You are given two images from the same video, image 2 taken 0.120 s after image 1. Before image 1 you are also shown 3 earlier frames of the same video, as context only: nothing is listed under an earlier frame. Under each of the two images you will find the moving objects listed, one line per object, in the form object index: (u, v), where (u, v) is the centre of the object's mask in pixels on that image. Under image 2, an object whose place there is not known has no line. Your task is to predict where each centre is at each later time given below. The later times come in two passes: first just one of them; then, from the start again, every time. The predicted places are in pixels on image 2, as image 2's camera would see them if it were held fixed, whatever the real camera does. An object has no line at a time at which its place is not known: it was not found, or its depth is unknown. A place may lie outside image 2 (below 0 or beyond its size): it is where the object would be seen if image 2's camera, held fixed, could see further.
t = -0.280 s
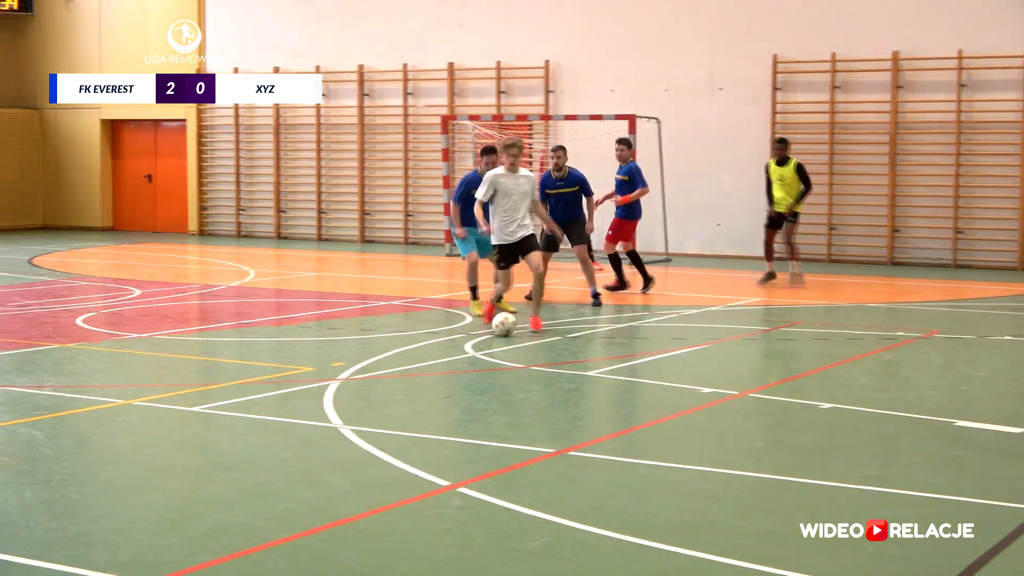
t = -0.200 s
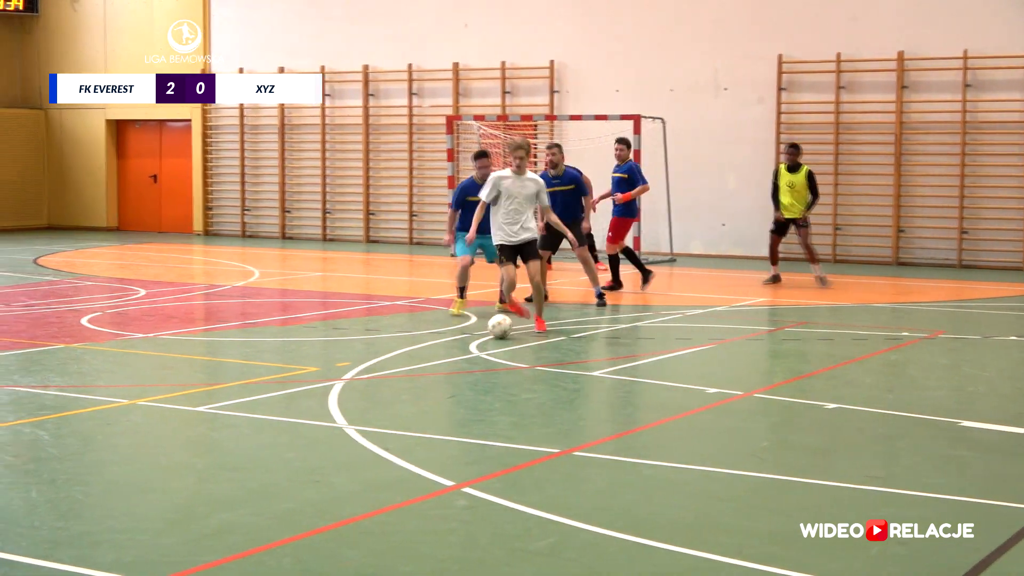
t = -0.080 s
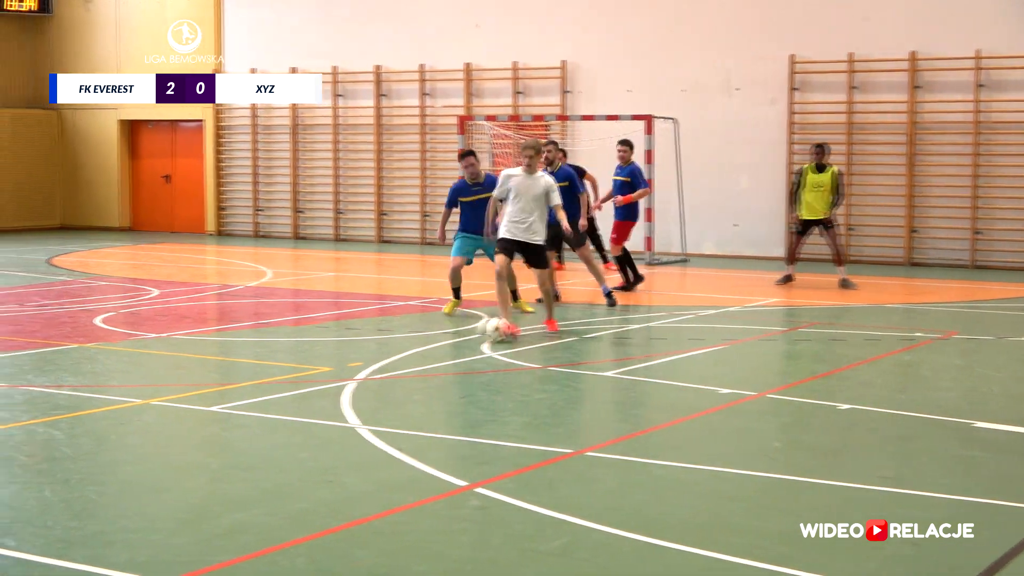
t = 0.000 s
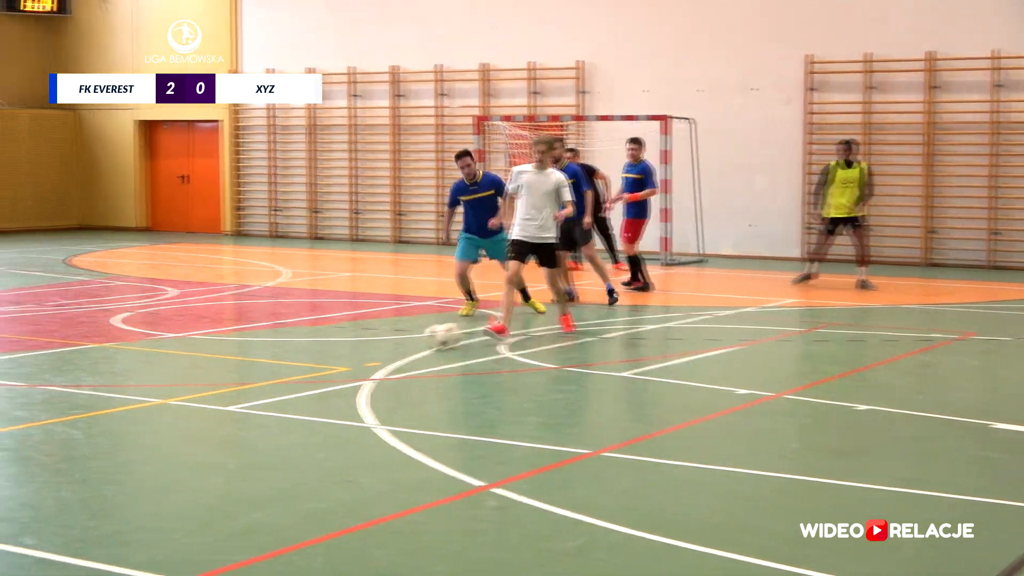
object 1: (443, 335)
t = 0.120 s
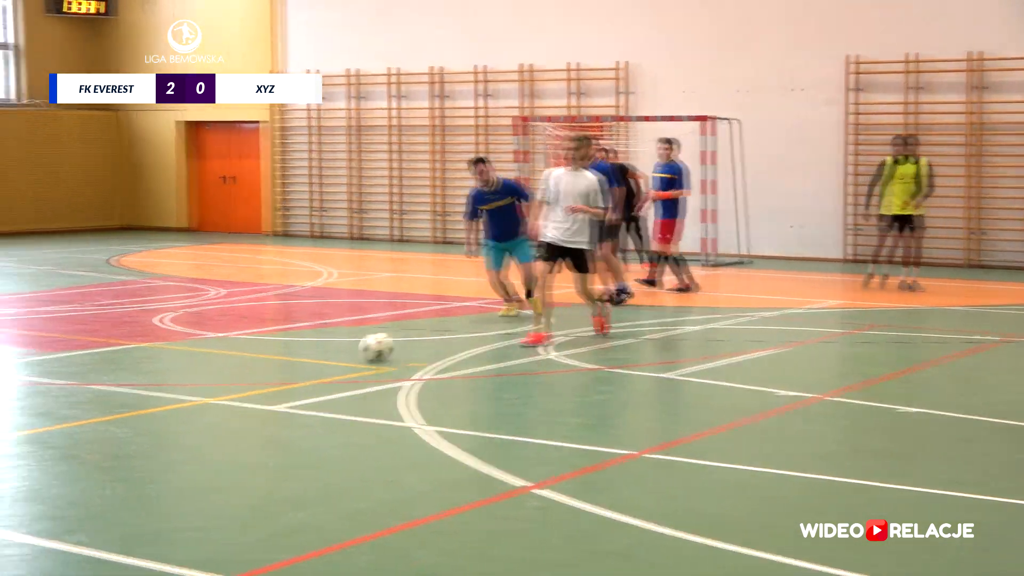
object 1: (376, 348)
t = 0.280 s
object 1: (227, 360)
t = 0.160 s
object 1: (339, 351)
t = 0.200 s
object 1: (303, 354)
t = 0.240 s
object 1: (266, 356)
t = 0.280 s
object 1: (227, 360)
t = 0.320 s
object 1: (189, 363)
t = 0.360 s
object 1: (149, 366)
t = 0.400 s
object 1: (108, 368)
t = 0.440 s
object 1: (66, 372)
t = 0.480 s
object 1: (24, 376)
